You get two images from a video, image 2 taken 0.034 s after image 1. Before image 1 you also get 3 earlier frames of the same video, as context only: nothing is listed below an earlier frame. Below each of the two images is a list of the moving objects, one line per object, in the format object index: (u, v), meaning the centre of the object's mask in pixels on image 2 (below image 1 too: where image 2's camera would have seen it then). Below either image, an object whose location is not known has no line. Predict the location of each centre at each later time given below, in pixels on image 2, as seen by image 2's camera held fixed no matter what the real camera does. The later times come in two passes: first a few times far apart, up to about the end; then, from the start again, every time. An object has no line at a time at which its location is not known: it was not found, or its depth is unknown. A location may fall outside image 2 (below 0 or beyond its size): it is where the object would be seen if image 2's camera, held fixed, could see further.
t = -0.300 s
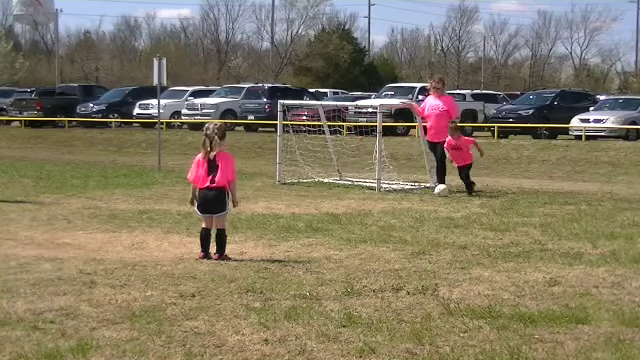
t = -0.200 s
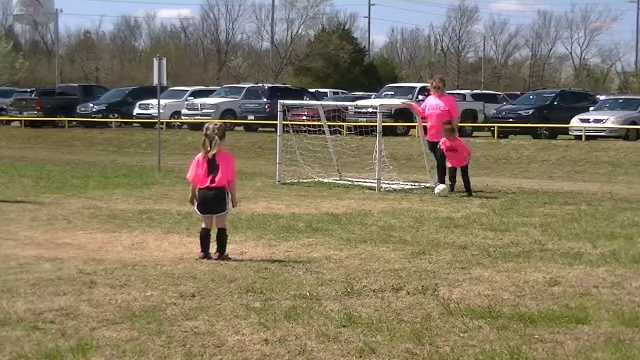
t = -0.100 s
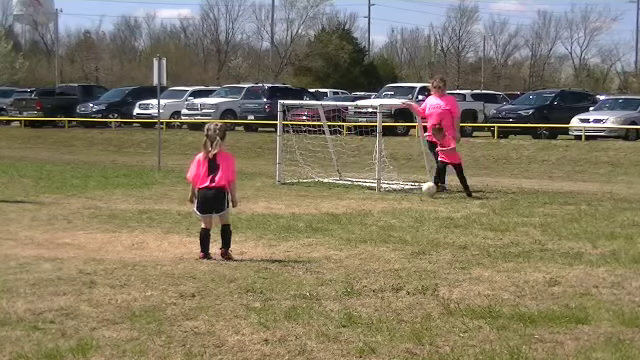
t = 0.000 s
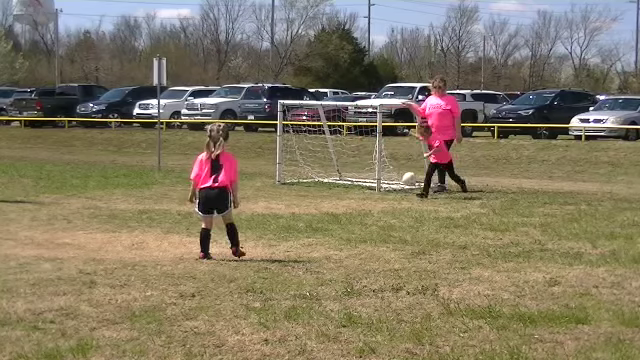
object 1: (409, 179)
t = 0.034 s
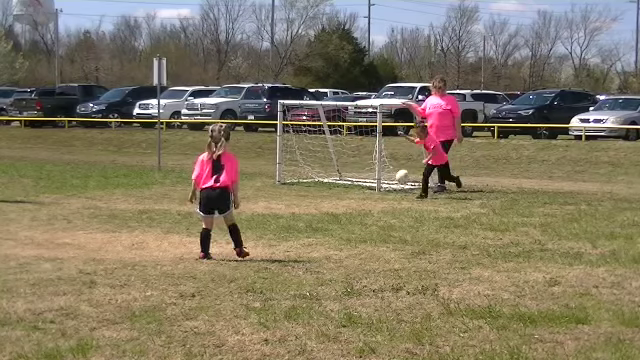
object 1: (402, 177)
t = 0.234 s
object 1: (359, 179)
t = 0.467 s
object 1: (309, 197)
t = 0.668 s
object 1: (277, 200)
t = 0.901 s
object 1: (238, 204)
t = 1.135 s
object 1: (199, 212)
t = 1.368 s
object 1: (156, 217)
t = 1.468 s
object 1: (139, 220)
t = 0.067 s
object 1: (395, 175)
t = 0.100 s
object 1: (388, 174)
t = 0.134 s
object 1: (381, 174)
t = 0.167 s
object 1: (374, 176)
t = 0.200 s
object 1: (366, 177)
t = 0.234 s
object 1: (359, 179)
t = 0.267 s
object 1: (352, 184)
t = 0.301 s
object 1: (342, 187)
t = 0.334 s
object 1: (333, 195)
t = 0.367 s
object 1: (326, 203)
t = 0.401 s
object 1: (319, 203)
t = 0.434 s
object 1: (314, 200)
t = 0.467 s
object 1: (309, 197)
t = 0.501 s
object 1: (304, 195)
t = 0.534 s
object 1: (298, 194)
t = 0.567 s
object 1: (293, 194)
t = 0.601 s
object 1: (288, 196)
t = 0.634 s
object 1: (283, 198)
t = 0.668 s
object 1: (277, 200)
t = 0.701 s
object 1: (272, 205)
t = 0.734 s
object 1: (266, 206)
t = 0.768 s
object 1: (260, 205)
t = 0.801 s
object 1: (255, 203)
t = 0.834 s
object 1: (249, 202)
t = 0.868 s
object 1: (244, 203)
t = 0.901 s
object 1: (238, 204)
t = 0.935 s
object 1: (232, 207)
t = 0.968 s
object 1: (227, 210)
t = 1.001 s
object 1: (222, 210)
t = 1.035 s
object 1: (216, 210)
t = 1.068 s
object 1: (210, 210)
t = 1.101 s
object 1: (204, 212)
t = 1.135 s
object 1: (199, 212)
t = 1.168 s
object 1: (193, 212)
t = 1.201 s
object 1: (187, 212)
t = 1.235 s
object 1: (181, 214)
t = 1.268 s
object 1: (175, 216)
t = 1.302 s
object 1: (168, 216)
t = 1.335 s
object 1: (162, 216)
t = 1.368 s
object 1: (156, 217)
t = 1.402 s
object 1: (151, 218)
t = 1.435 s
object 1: (145, 219)
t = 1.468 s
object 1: (139, 220)
